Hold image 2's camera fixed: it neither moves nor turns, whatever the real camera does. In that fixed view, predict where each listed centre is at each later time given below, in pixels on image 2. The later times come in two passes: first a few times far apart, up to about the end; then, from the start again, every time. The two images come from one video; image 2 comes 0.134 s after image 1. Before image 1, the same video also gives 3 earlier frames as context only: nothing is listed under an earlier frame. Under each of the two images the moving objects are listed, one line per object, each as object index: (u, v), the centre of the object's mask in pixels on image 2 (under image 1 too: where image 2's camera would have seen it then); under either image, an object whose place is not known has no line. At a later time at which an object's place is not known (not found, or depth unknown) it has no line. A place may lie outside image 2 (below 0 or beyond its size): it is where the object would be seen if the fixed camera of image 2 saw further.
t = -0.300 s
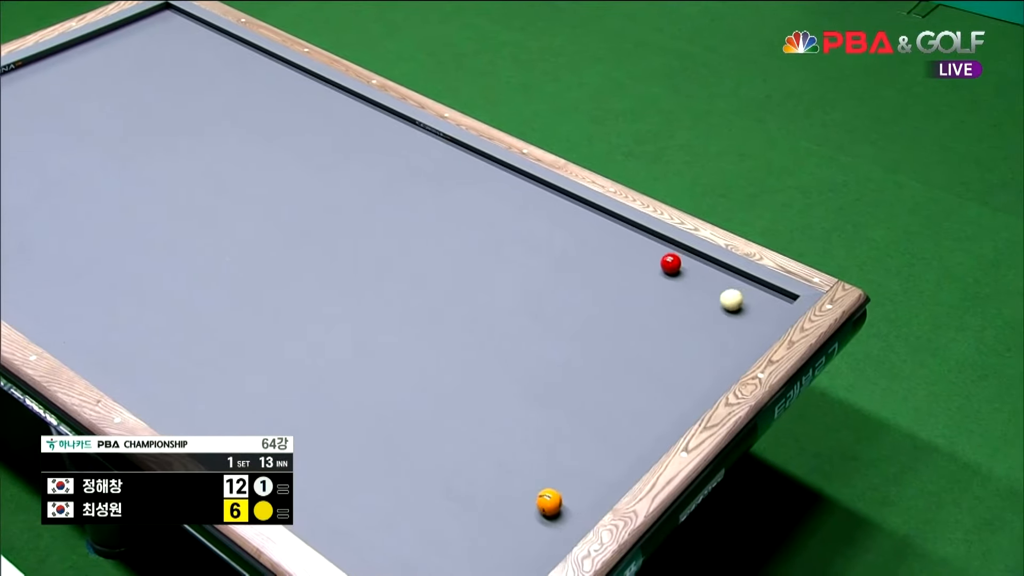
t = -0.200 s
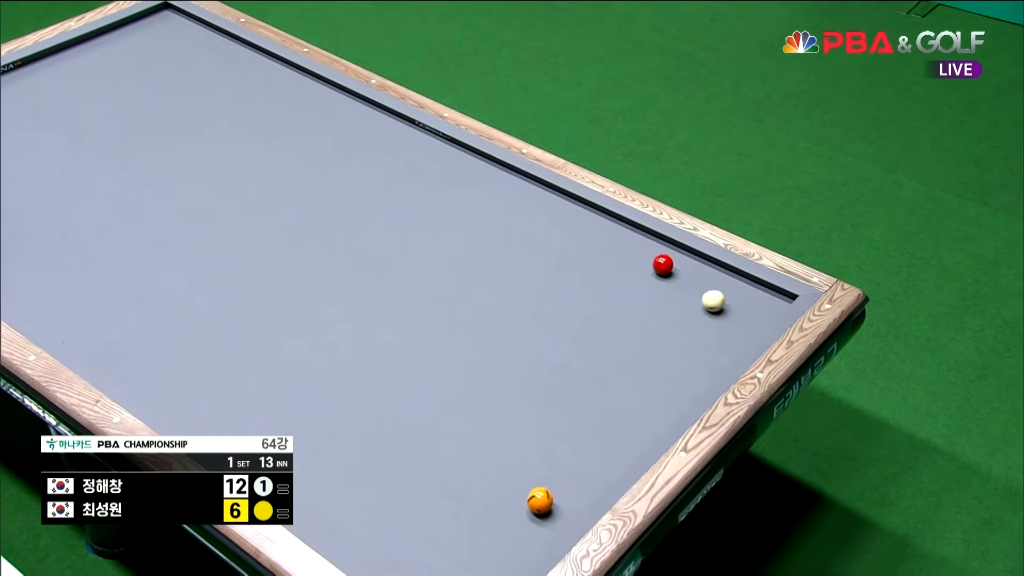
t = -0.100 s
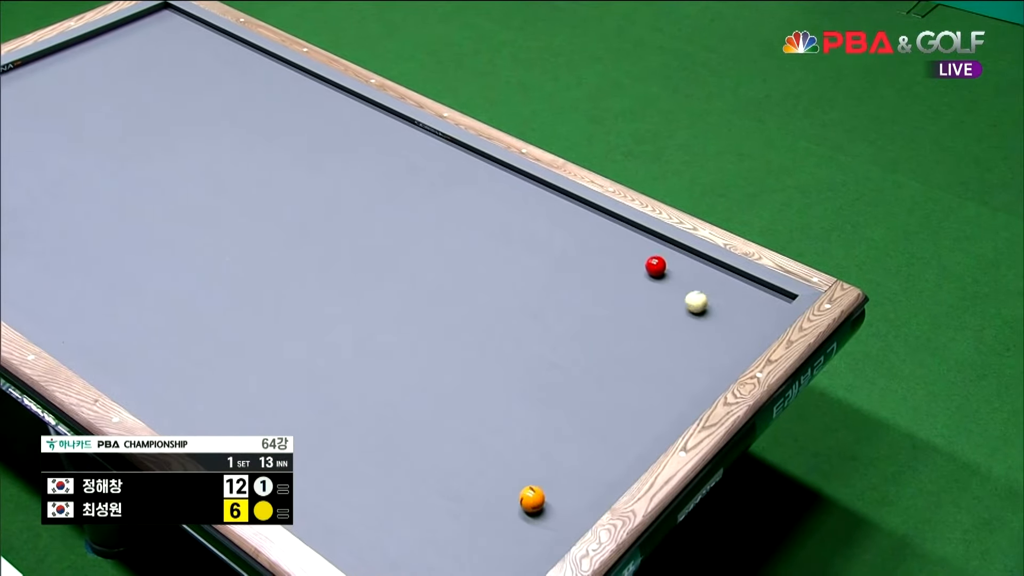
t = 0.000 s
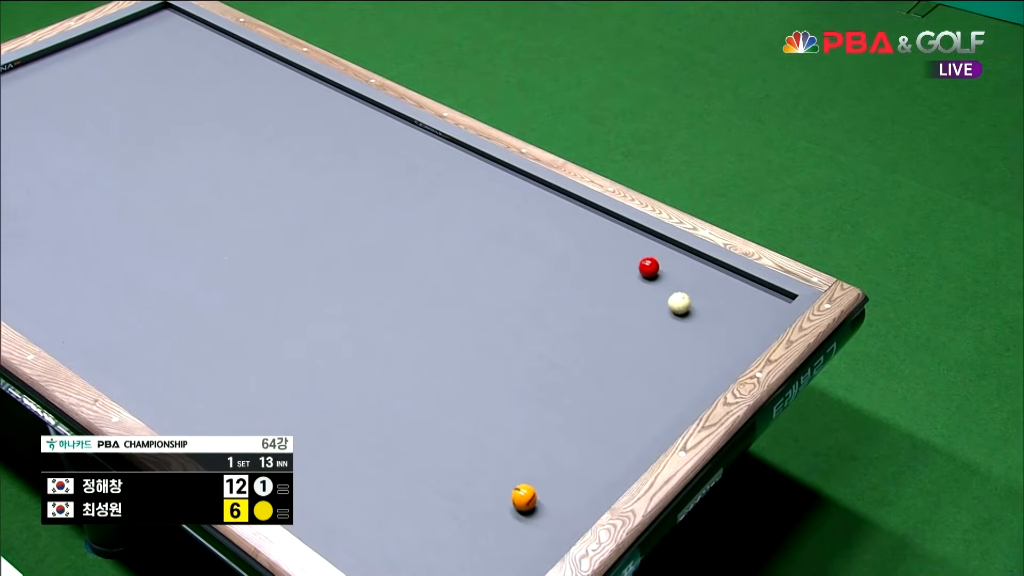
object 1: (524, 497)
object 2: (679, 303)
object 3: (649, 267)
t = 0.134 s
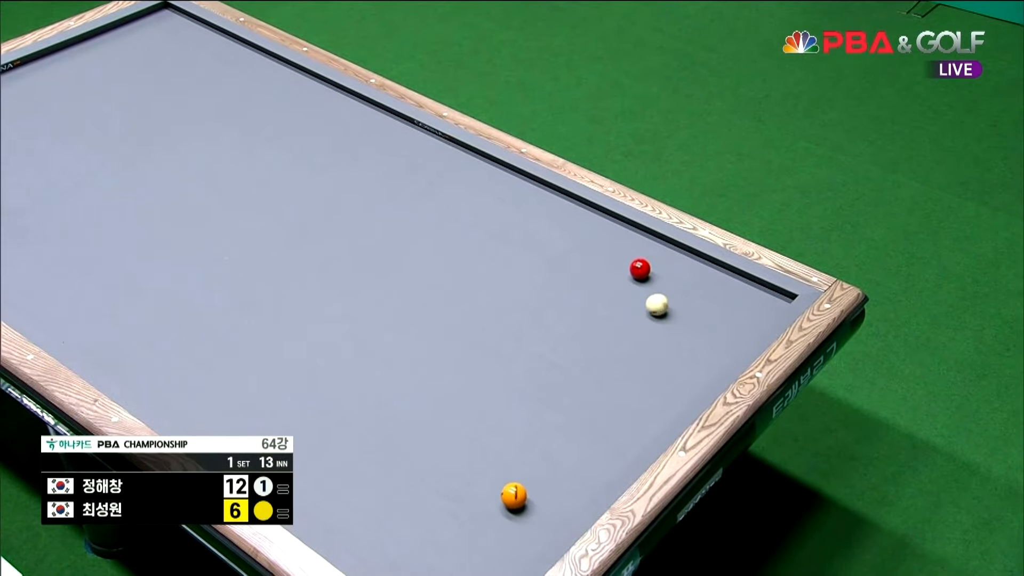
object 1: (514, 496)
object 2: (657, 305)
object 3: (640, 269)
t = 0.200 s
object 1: (509, 495)
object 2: (646, 306)
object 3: (635, 270)
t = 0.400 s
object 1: (496, 493)
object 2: (614, 309)
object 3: (623, 272)
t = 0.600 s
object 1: (484, 491)
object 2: (583, 311)
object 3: (611, 275)
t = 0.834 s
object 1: (470, 489)
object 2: (547, 314)
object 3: (599, 278)
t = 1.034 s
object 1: (459, 487)
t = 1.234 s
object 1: (449, 486)
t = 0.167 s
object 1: (511, 495)
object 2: (652, 305)
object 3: (638, 269)
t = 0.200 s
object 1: (509, 495)
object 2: (646, 306)
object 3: (635, 270)
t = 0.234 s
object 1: (507, 495)
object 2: (641, 306)
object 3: (633, 270)
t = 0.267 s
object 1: (505, 494)
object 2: (635, 307)
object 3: (631, 271)
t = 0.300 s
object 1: (503, 494)
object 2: (630, 307)
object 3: (629, 271)
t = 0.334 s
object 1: (500, 494)
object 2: (625, 307)
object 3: (627, 272)
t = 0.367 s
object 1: (498, 493)
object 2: (619, 308)
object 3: (625, 272)
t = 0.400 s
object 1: (496, 493)
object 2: (614, 309)
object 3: (623, 272)
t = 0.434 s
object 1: (494, 493)
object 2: (609, 309)
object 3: (621, 273)
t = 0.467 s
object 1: (492, 493)
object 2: (604, 309)
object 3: (619, 273)
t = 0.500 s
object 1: (490, 492)
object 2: (599, 310)
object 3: (617, 274)
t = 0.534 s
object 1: (488, 492)
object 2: (593, 310)
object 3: (615, 274)
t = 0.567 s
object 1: (486, 492)
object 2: (588, 310)
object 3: (613, 275)
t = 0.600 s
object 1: (484, 491)
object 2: (583, 311)
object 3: (611, 275)
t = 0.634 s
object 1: (482, 491)
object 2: (578, 311)
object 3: (610, 275)
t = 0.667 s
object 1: (480, 491)
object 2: (573, 312)
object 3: (608, 276)
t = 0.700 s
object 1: (478, 490)
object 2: (567, 312)
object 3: (606, 276)
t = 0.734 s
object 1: (476, 490)
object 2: (562, 313)
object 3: (604, 277)
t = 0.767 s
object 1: (474, 490)
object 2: (558, 313)
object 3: (602, 277)
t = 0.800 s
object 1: (472, 490)
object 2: (552, 313)
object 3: (600, 277)
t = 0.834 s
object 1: (470, 489)
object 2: (547, 314)
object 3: (599, 278)
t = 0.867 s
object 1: (468, 489)
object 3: (597, 279)
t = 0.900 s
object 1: (467, 488)
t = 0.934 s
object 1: (465, 488)
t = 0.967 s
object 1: (463, 488)
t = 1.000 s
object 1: (461, 488)
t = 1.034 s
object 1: (459, 487)
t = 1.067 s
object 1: (458, 487)
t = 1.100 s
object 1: (456, 487)
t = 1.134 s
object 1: (454, 487)
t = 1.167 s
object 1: (452, 486)
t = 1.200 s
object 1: (450, 486)
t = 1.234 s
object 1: (449, 486)
